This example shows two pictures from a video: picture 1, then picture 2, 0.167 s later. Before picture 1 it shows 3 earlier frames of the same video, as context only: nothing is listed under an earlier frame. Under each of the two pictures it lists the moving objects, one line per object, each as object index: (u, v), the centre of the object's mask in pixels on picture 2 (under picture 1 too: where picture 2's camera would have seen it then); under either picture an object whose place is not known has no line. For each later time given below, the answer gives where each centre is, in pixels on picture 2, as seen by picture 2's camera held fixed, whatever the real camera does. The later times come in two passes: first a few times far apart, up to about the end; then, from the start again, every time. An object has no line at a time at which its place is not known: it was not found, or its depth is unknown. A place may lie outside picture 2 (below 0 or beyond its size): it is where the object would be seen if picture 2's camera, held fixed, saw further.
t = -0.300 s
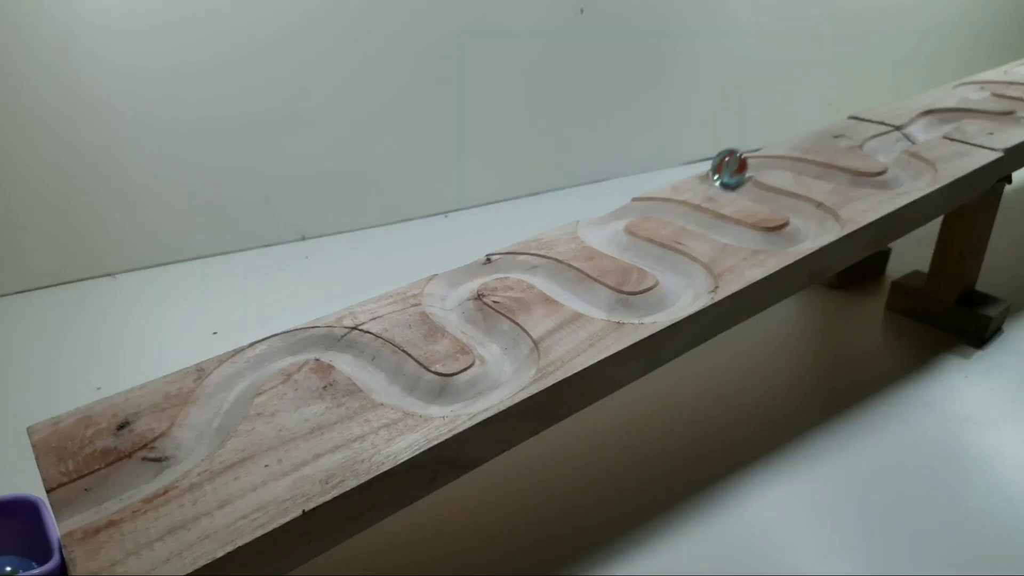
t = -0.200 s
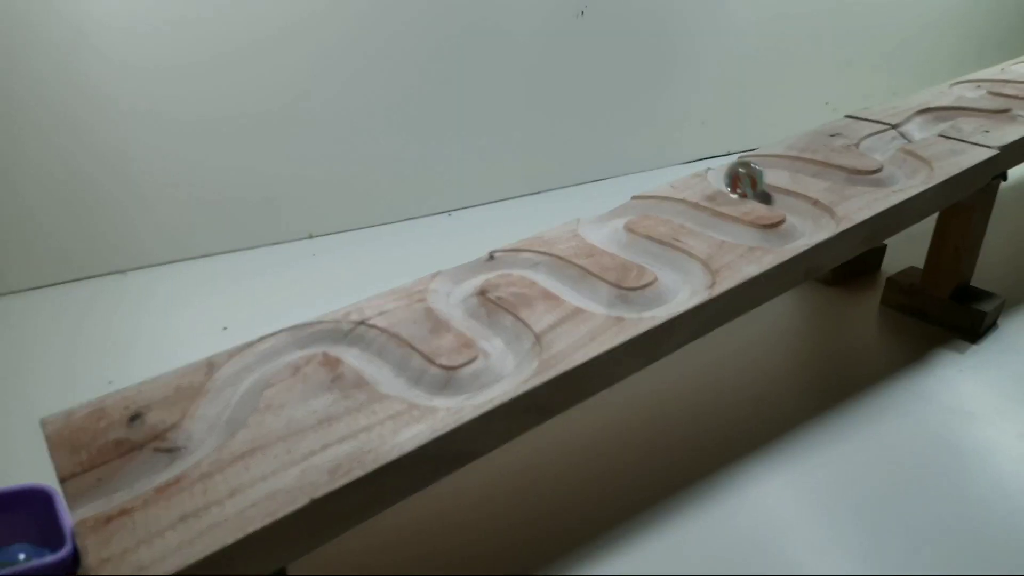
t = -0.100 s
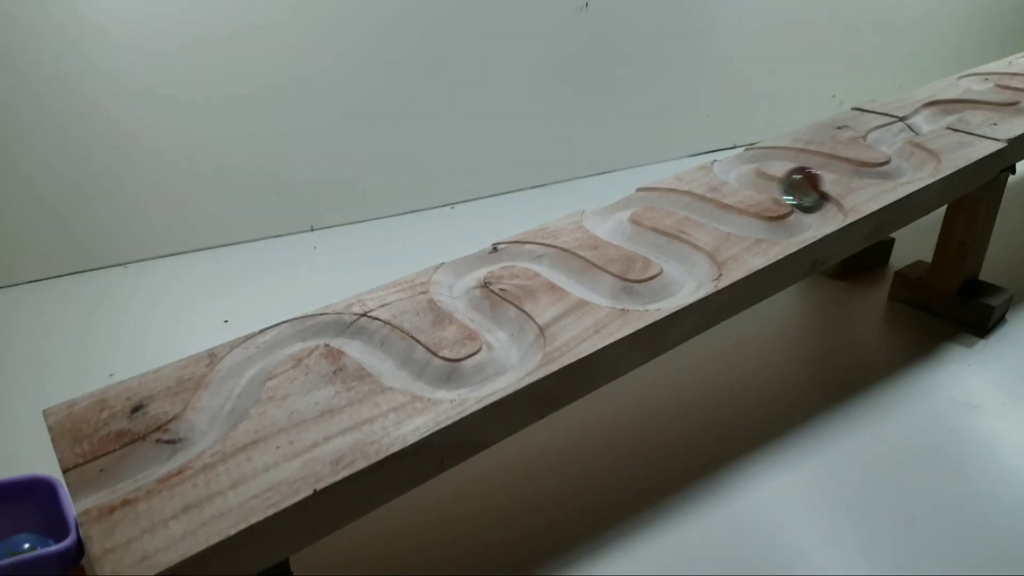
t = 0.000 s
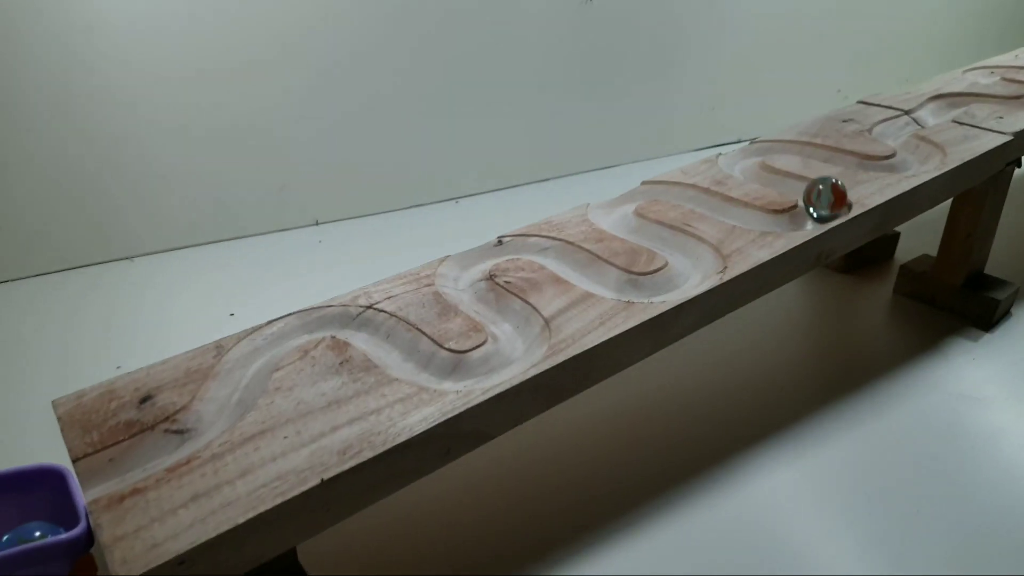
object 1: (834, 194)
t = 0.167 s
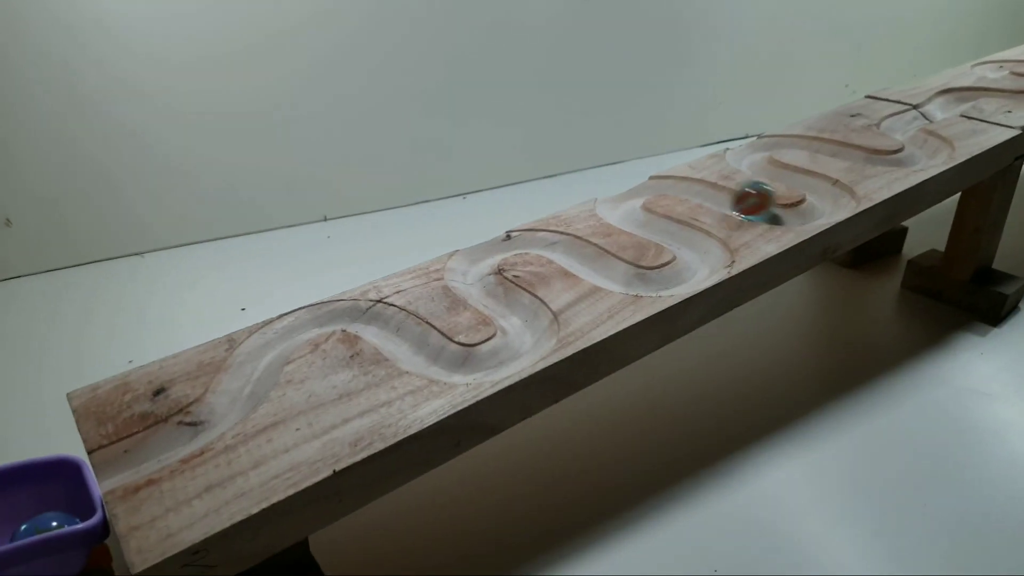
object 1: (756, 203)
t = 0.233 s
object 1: (726, 194)
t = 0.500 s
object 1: (619, 194)
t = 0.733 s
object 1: (697, 235)
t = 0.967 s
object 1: (628, 270)
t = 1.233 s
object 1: (520, 234)
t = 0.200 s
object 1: (739, 199)
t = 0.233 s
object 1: (726, 194)
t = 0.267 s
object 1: (716, 190)
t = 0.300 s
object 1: (706, 185)
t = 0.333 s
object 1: (692, 182)
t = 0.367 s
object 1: (675, 179)
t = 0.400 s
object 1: (658, 179)
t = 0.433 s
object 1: (641, 181)
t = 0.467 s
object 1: (628, 187)
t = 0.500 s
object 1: (619, 194)
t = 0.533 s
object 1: (618, 201)
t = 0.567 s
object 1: (620, 203)
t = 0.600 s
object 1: (632, 212)
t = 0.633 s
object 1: (643, 216)
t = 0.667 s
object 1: (663, 223)
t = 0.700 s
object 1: (683, 231)
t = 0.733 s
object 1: (697, 235)
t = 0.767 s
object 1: (705, 241)
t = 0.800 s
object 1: (707, 249)
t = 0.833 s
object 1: (703, 258)
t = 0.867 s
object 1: (692, 265)
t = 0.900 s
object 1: (674, 271)
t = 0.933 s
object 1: (651, 272)
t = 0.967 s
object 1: (628, 270)
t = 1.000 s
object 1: (608, 265)
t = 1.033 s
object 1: (590, 258)
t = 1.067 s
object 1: (578, 252)
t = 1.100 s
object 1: (570, 245)
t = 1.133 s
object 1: (563, 240)
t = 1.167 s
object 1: (552, 235)
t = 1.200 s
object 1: (538, 233)
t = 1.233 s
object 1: (520, 234)
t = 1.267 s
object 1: (501, 237)
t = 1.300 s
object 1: (485, 243)
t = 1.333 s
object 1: (472, 254)
